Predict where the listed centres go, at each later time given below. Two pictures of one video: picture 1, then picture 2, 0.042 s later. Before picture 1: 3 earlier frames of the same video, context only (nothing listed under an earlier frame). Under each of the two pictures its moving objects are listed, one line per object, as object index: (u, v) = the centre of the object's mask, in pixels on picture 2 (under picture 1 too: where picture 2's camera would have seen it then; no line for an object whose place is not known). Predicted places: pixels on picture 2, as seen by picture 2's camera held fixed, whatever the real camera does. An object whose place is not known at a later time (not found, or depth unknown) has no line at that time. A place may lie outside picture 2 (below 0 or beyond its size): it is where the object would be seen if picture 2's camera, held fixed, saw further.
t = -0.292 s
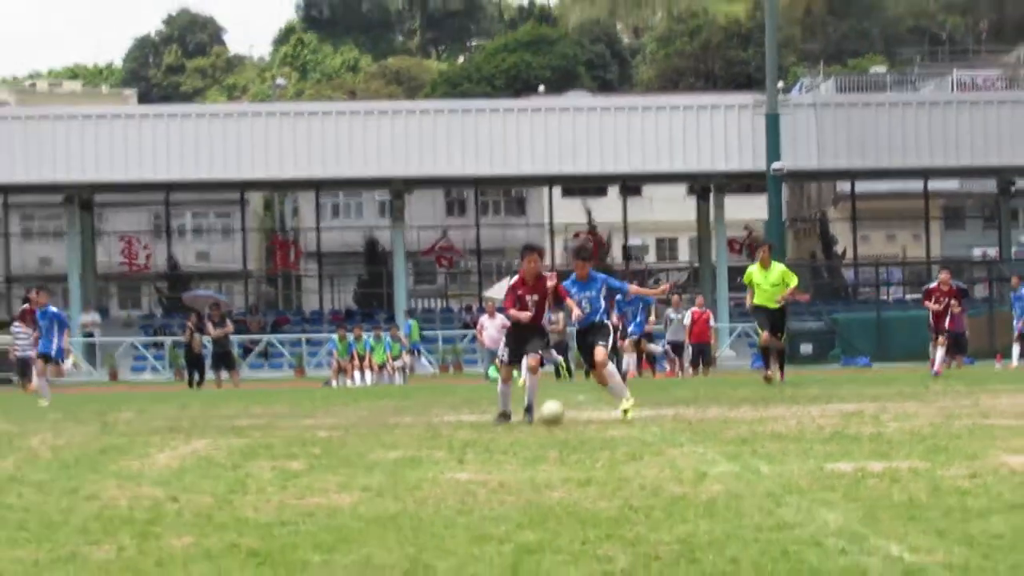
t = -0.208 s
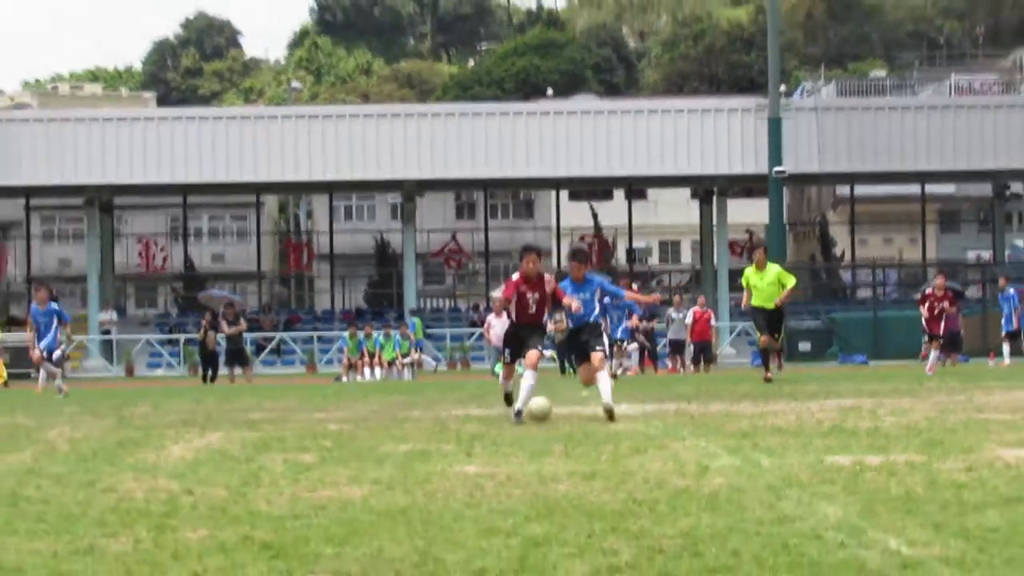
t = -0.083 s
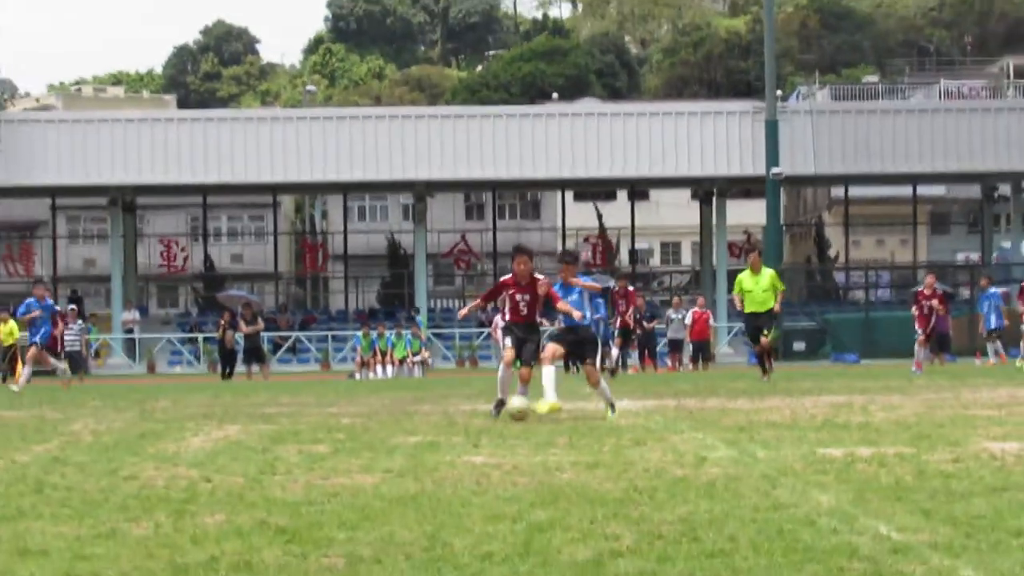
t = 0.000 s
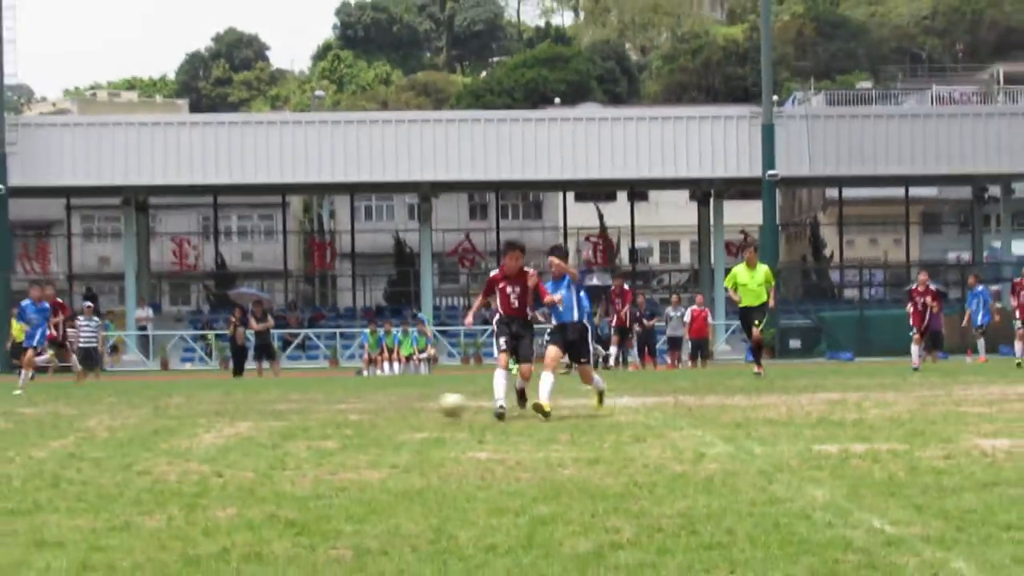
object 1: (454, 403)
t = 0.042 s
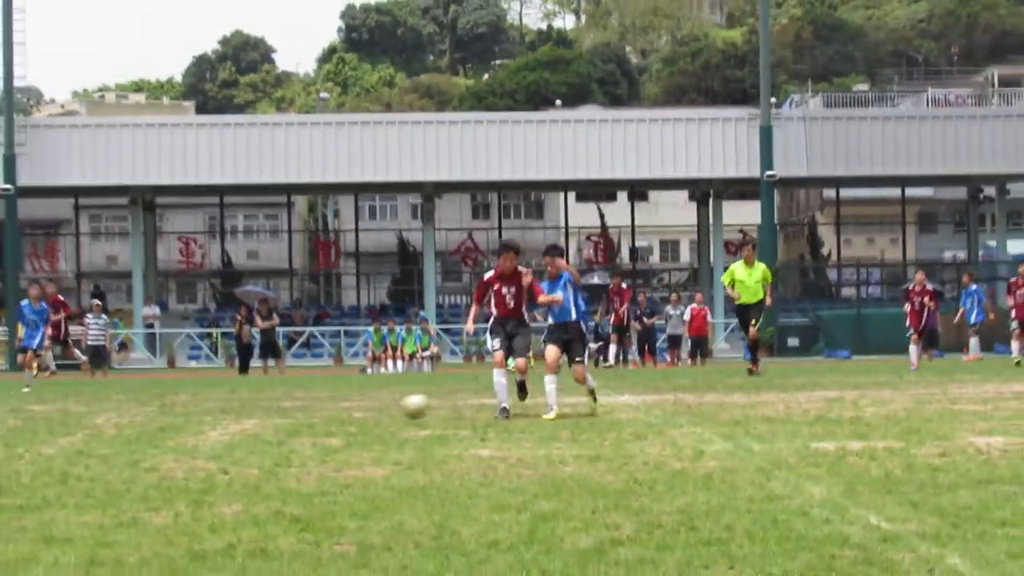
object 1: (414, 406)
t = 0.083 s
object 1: (374, 412)
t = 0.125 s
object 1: (338, 413)
